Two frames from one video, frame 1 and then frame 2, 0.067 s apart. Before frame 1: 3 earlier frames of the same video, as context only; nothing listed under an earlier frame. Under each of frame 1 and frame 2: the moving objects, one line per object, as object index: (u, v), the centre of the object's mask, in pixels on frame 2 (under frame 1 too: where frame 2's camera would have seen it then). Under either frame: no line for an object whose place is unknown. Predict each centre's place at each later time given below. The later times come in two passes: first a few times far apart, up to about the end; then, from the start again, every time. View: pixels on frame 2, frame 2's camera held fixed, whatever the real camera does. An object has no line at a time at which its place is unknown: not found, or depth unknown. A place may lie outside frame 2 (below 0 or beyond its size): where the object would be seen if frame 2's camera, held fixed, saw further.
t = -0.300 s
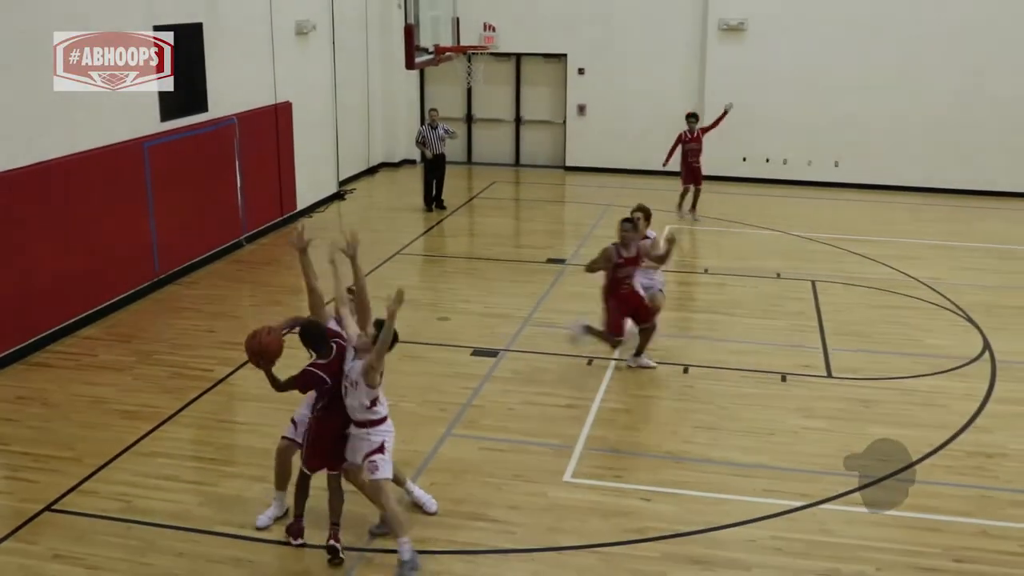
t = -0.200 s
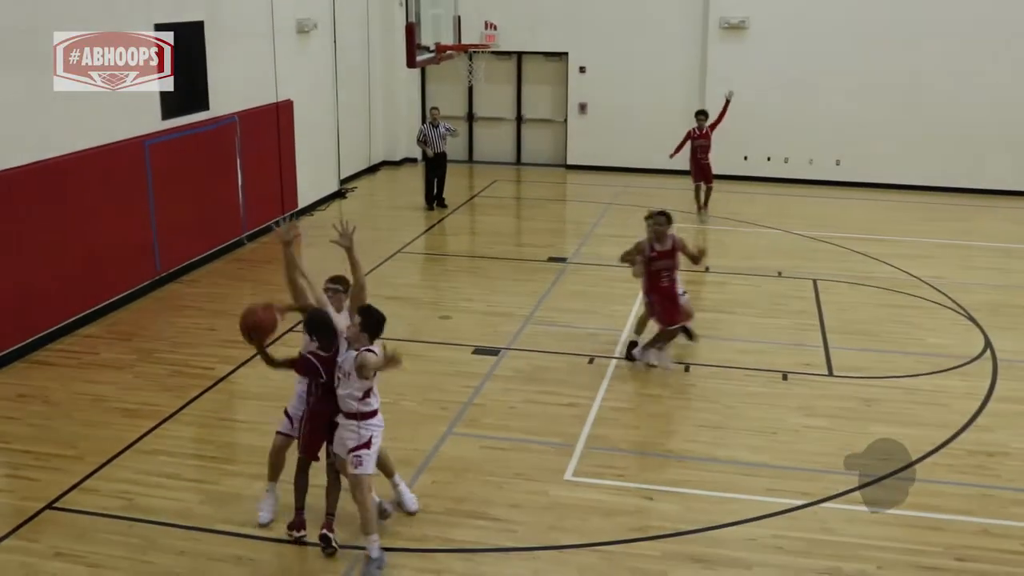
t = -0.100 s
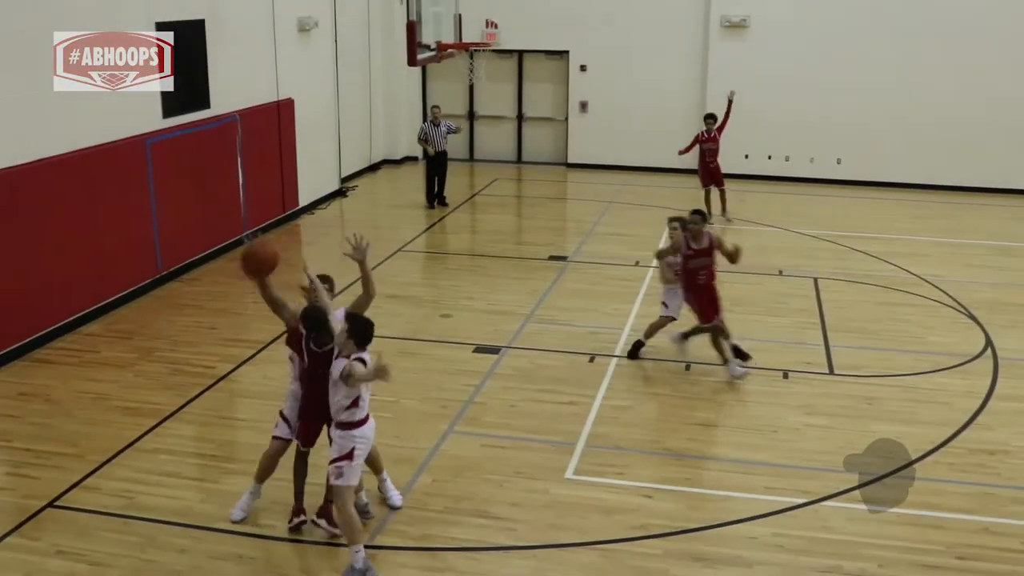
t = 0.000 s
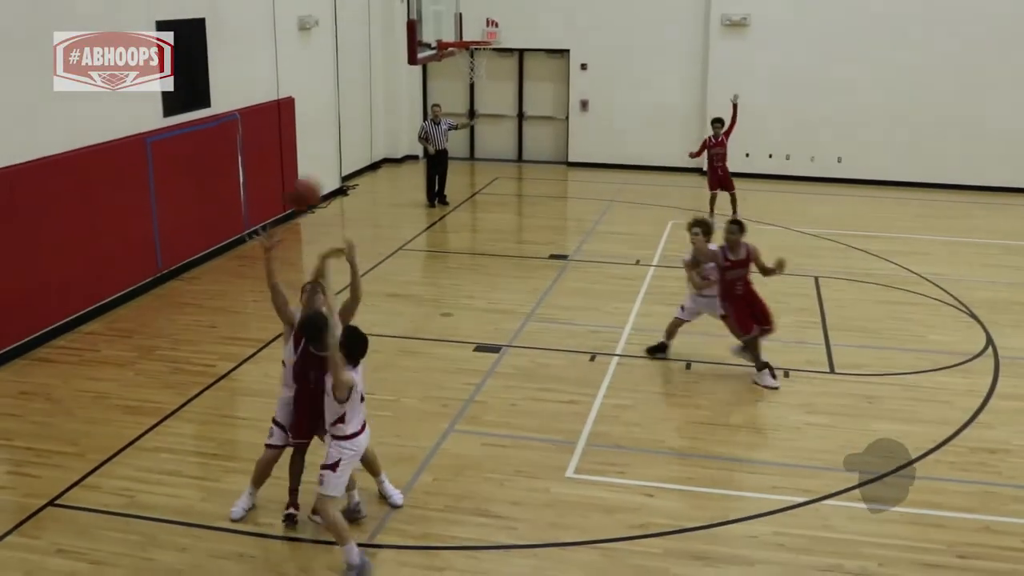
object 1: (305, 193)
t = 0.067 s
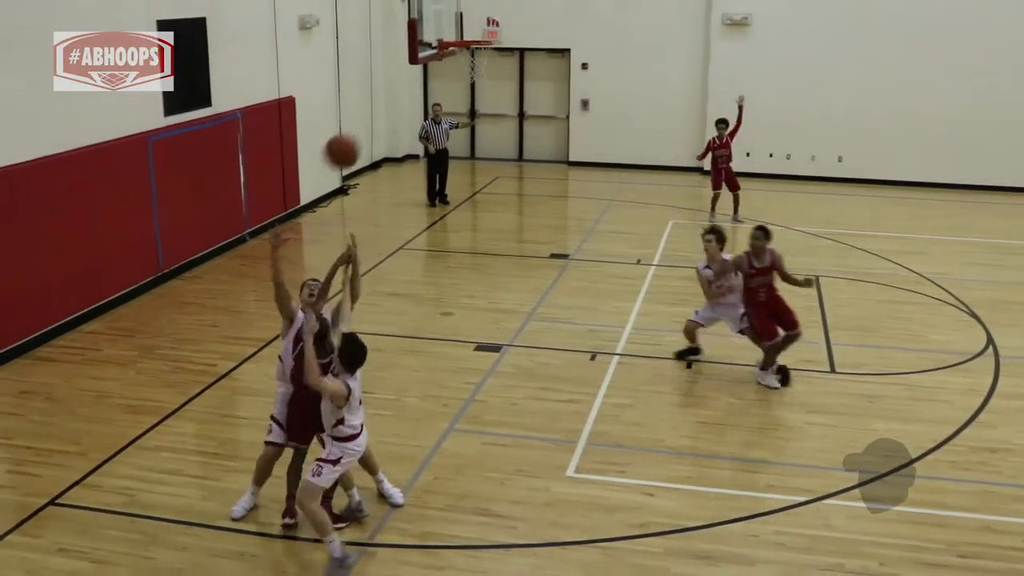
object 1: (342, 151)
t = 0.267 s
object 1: (441, 71)
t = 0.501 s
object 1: (538, 47)
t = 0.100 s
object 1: (360, 132)
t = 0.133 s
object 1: (377, 117)
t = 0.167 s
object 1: (393, 103)
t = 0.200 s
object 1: (409, 90)
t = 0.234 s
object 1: (425, 80)
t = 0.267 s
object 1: (441, 71)
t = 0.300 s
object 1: (456, 65)
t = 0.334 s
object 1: (470, 60)
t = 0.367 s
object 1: (484, 55)
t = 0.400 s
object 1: (498, 51)
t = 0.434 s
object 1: (511, 49)
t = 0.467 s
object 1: (525, 48)
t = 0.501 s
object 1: (538, 47)
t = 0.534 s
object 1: (550, 48)
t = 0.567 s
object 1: (561, 50)
